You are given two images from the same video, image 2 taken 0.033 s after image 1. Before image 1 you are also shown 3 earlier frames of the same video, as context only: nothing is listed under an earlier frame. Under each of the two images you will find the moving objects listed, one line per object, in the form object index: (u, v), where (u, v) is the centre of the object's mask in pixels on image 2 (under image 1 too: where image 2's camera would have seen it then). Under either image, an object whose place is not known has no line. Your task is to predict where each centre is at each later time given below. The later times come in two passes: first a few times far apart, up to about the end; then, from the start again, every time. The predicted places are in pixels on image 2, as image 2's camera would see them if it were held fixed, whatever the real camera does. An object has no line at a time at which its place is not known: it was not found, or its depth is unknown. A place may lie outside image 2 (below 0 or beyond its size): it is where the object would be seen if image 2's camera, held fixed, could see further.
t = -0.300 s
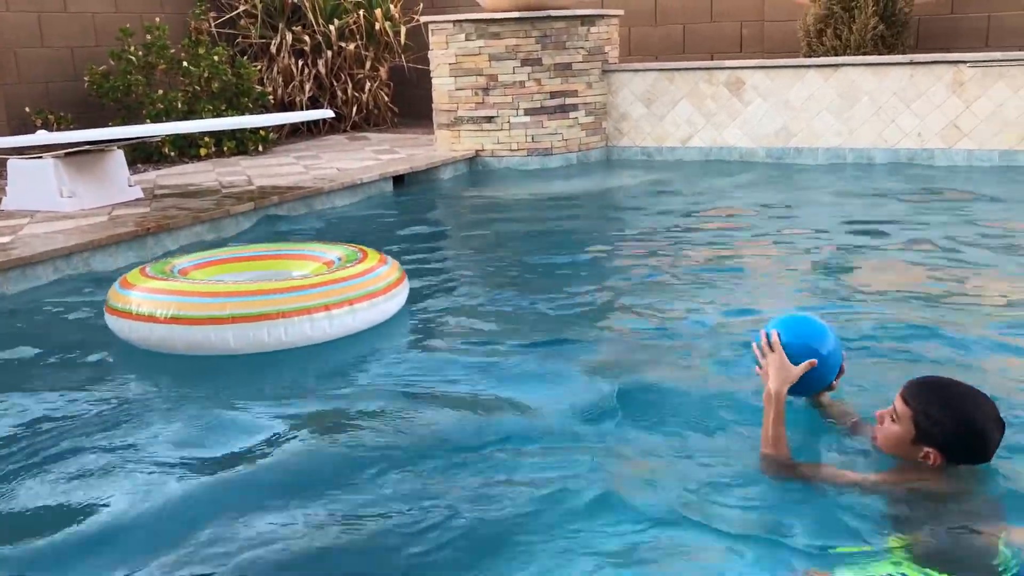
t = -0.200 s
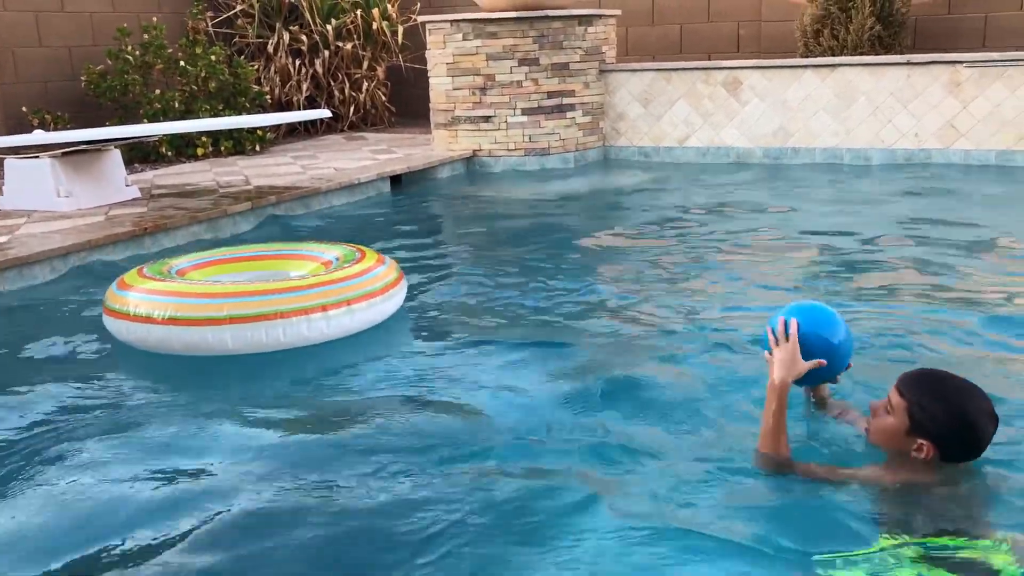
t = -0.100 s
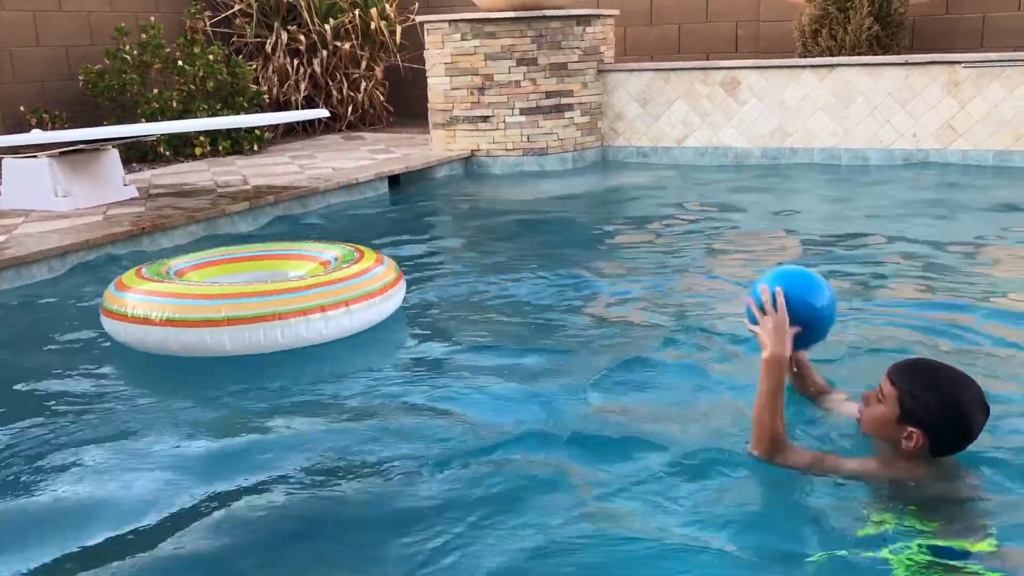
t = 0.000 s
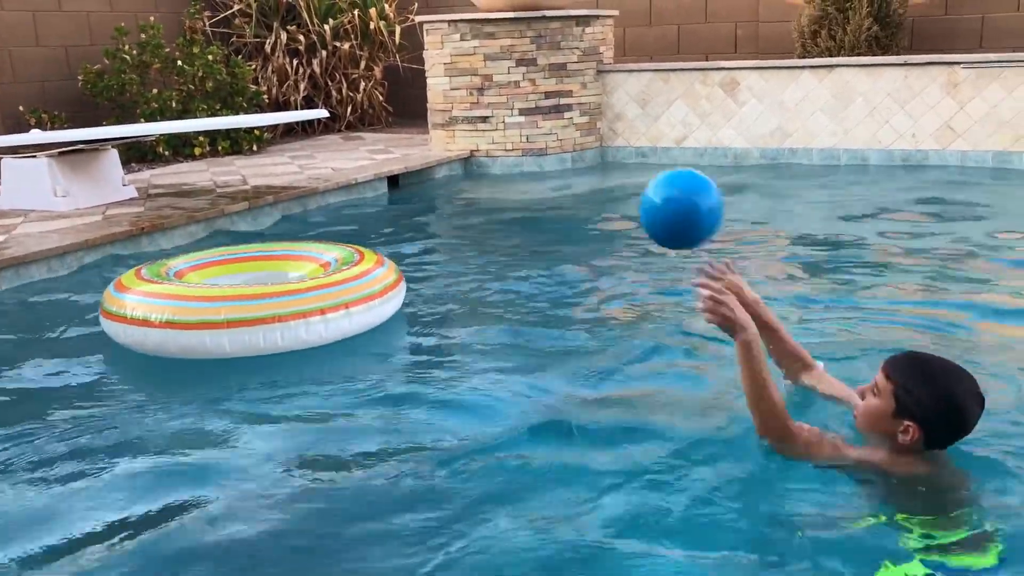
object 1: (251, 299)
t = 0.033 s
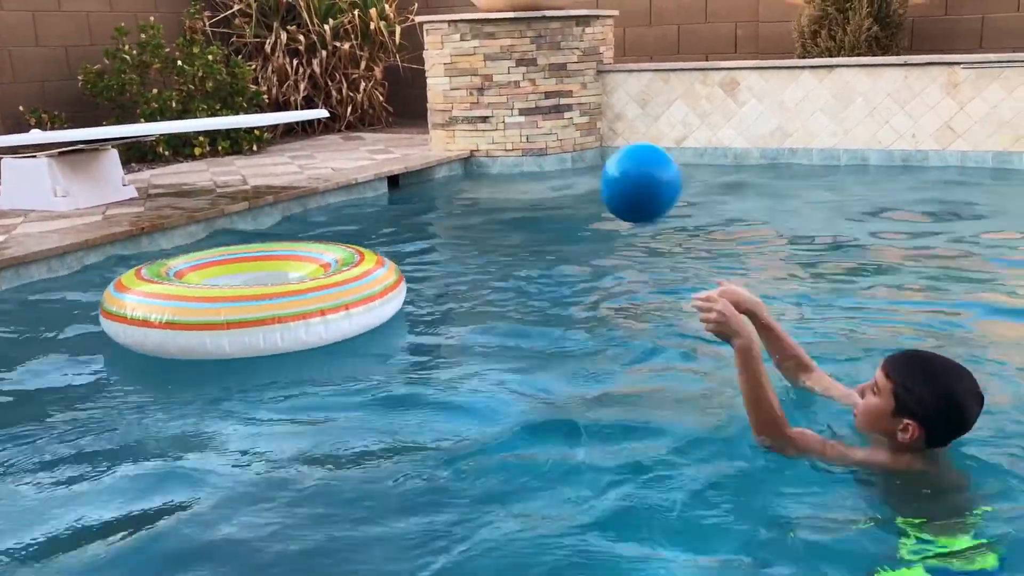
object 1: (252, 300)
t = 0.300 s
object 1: (252, 301)
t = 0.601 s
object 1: (251, 301)
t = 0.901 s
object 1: (228, 305)
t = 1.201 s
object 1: (216, 303)
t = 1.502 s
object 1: (208, 303)
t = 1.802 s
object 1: (203, 302)
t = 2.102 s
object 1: (199, 304)
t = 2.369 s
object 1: (195, 304)
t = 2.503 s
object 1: (192, 306)
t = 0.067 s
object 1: (252, 300)
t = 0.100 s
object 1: (252, 300)
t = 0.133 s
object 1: (252, 301)
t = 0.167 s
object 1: (252, 301)
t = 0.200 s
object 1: (252, 301)
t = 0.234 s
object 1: (252, 301)
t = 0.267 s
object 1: (252, 301)
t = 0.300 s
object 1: (252, 301)
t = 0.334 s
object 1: (252, 301)
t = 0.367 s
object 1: (253, 300)
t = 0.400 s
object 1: (251, 302)
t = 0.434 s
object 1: (250, 304)
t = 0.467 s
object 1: (253, 298)
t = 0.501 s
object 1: (254, 296)
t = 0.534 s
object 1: (254, 298)
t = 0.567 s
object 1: (253, 300)
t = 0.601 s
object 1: (251, 301)
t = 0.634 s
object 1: (249, 302)
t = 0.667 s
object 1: (246, 303)
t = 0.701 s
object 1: (243, 303)
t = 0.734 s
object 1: (240, 304)
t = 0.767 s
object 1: (237, 304)
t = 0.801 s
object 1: (234, 304)
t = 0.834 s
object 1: (232, 305)
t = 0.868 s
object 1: (230, 305)
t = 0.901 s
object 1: (228, 305)
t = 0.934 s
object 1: (226, 305)
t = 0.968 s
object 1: (225, 306)
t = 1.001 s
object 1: (223, 306)
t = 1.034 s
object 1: (222, 306)
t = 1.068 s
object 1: (220, 306)
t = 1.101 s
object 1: (219, 305)
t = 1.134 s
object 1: (218, 305)
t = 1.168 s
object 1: (217, 304)
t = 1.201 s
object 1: (216, 303)
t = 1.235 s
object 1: (214, 303)
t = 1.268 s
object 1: (213, 302)
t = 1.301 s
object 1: (212, 302)
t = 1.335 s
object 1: (211, 302)
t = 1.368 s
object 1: (210, 302)
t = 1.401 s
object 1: (210, 302)
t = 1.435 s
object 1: (209, 302)
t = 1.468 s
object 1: (208, 303)
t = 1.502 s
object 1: (208, 303)
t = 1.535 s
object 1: (207, 303)
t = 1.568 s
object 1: (206, 303)
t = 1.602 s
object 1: (206, 302)
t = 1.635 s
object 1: (205, 302)
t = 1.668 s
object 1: (205, 302)
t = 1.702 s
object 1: (204, 301)
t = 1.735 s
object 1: (204, 301)
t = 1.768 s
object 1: (203, 301)
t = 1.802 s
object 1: (203, 302)
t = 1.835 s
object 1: (202, 302)
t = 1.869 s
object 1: (202, 302)
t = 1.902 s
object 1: (202, 302)
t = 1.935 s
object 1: (201, 303)
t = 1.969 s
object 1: (200, 303)
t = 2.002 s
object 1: (200, 303)
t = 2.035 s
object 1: (200, 303)
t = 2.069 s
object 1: (199, 304)
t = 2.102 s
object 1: (199, 304)
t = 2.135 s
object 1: (199, 304)
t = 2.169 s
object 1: (199, 304)
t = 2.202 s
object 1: (198, 304)
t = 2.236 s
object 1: (198, 304)
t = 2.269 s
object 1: (198, 304)
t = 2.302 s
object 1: (197, 303)
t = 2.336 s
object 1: (197, 303)
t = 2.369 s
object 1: (195, 304)
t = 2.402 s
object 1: (195, 304)
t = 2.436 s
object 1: (194, 305)
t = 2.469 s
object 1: (193, 305)
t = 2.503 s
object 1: (192, 306)
